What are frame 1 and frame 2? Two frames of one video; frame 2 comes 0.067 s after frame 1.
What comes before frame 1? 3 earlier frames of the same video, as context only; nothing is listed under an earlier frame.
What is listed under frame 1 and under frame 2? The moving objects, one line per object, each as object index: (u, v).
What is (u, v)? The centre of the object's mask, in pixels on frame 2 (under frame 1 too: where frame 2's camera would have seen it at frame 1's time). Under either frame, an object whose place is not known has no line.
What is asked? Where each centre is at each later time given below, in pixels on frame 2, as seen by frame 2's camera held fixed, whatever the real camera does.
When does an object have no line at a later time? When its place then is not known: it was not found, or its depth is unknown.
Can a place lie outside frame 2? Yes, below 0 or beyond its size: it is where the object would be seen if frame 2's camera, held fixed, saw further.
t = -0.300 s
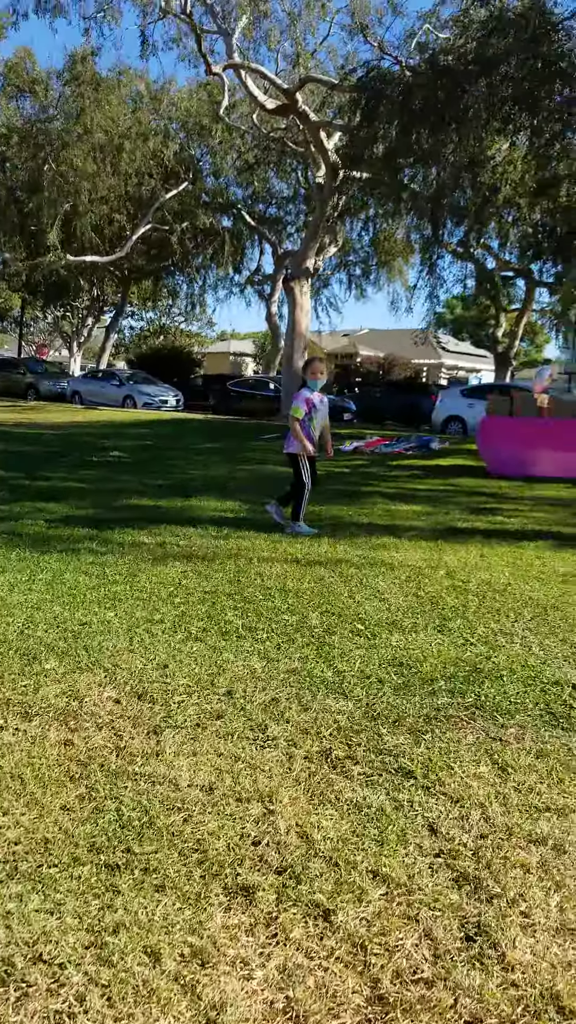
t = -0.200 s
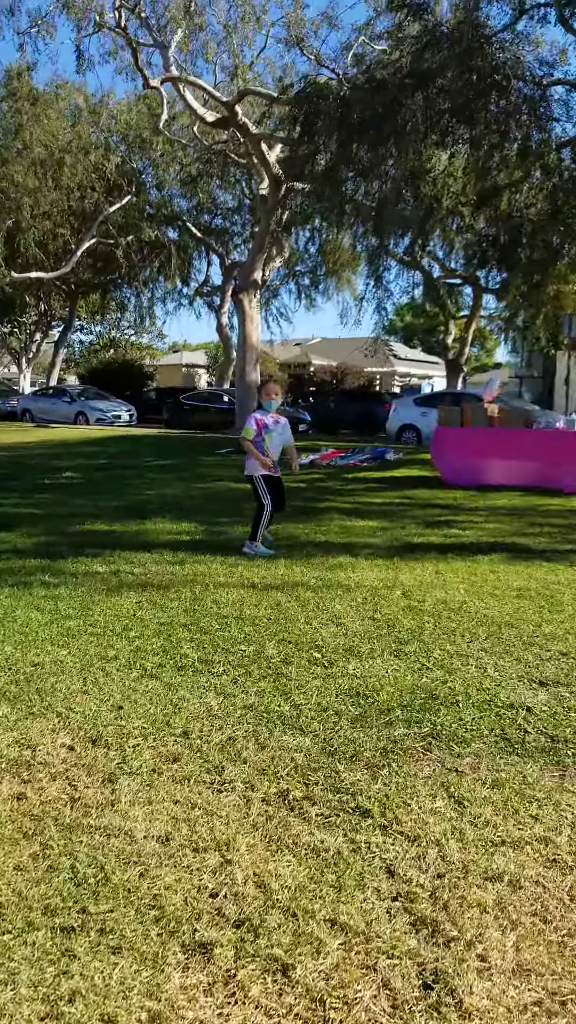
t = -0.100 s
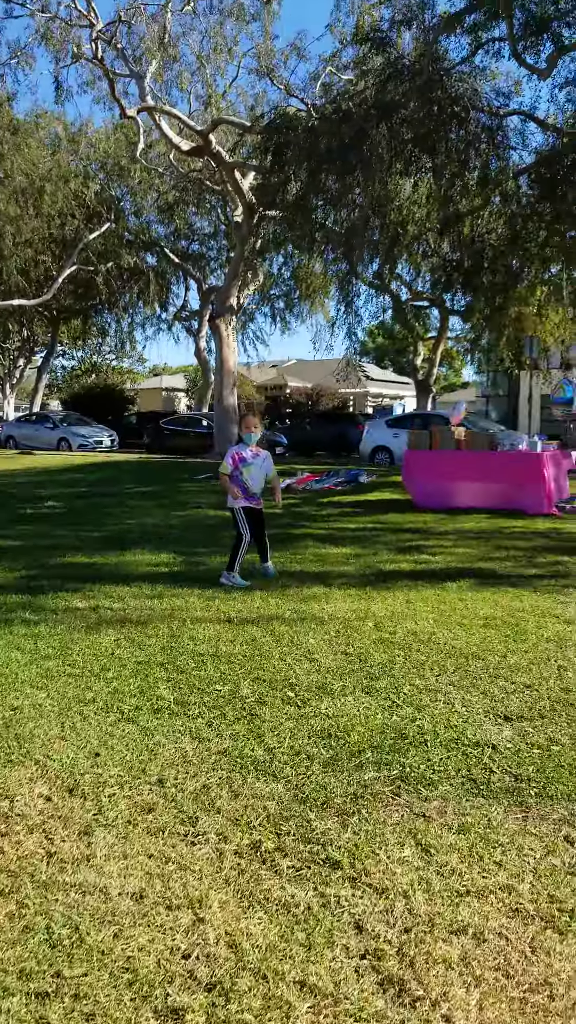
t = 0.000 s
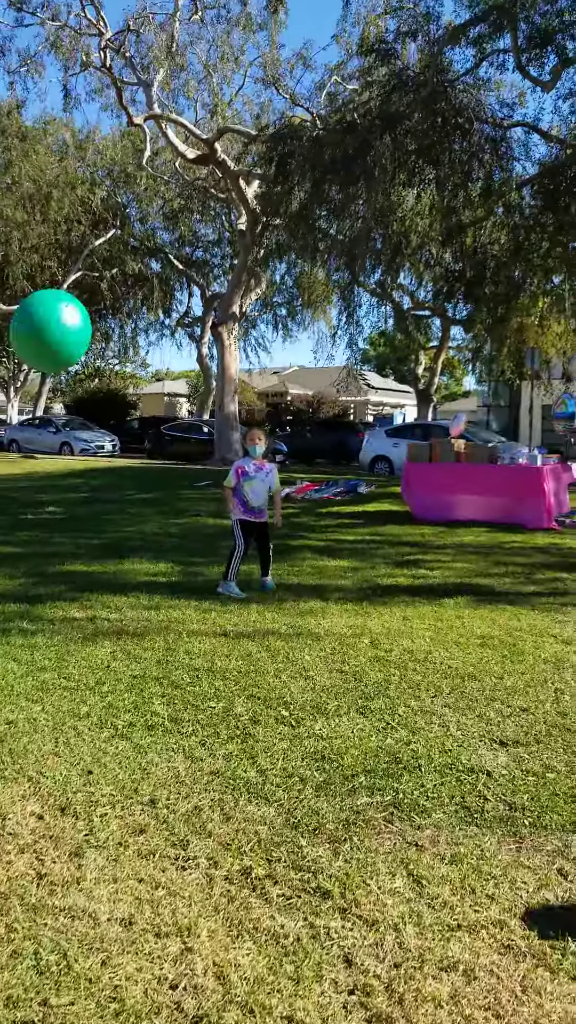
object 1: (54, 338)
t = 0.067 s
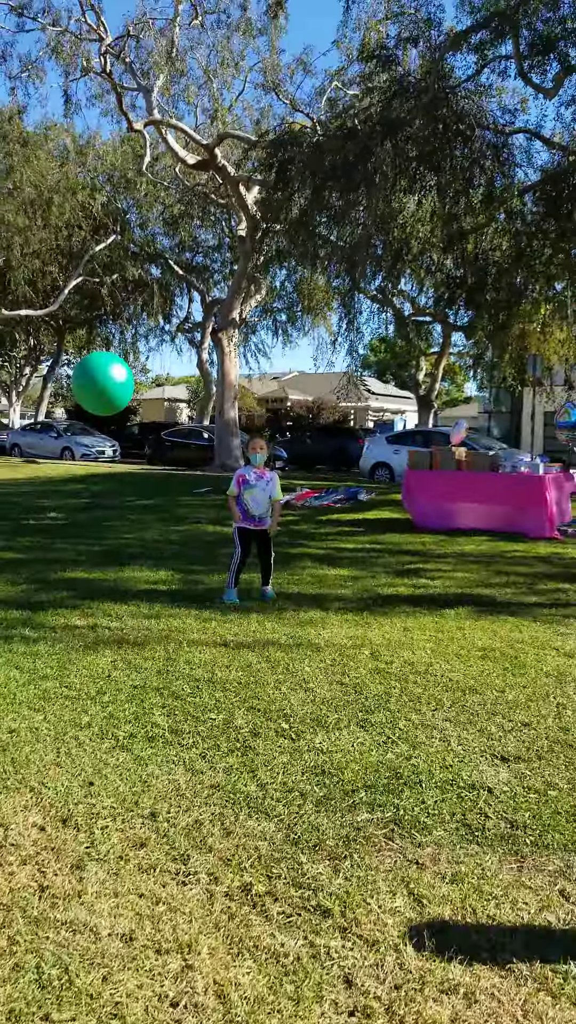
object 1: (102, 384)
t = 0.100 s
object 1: (125, 404)
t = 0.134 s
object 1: (145, 422)
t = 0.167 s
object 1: (157, 438)
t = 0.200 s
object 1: (170, 455)
